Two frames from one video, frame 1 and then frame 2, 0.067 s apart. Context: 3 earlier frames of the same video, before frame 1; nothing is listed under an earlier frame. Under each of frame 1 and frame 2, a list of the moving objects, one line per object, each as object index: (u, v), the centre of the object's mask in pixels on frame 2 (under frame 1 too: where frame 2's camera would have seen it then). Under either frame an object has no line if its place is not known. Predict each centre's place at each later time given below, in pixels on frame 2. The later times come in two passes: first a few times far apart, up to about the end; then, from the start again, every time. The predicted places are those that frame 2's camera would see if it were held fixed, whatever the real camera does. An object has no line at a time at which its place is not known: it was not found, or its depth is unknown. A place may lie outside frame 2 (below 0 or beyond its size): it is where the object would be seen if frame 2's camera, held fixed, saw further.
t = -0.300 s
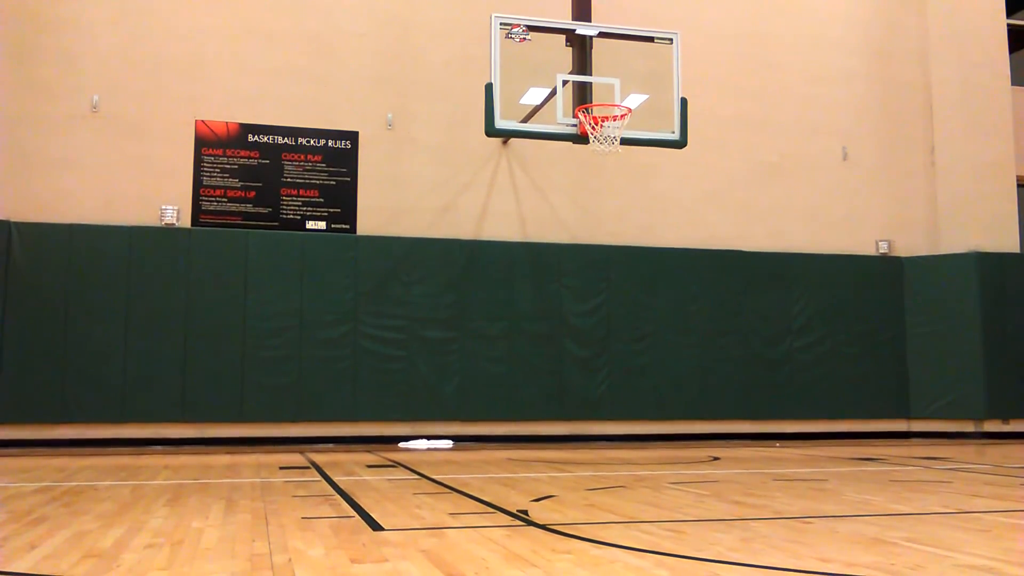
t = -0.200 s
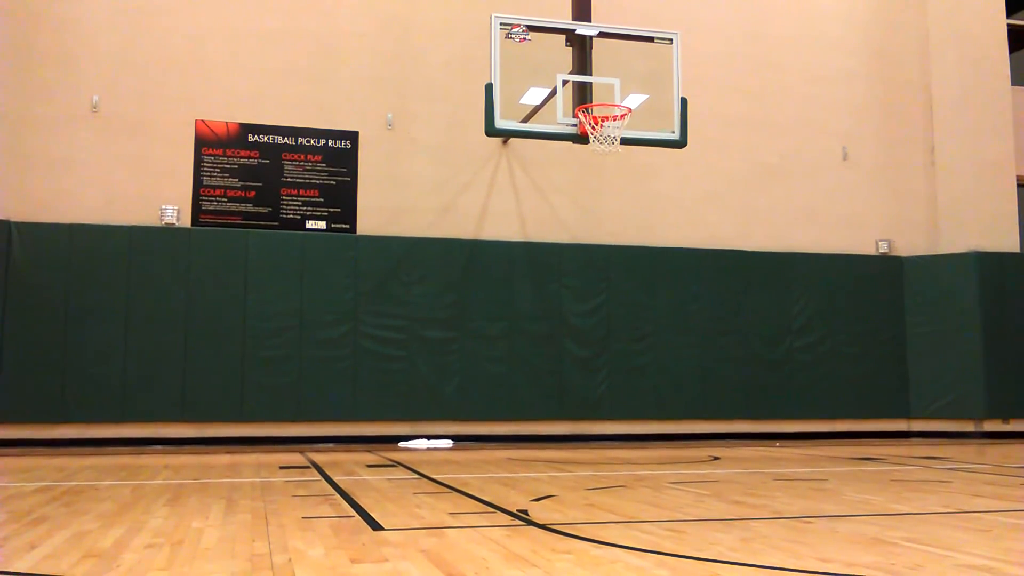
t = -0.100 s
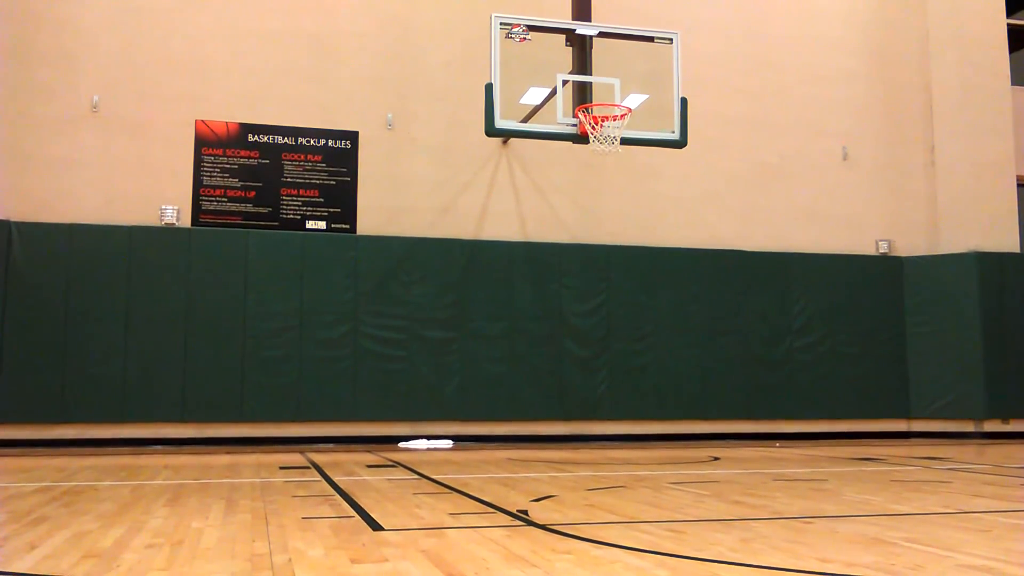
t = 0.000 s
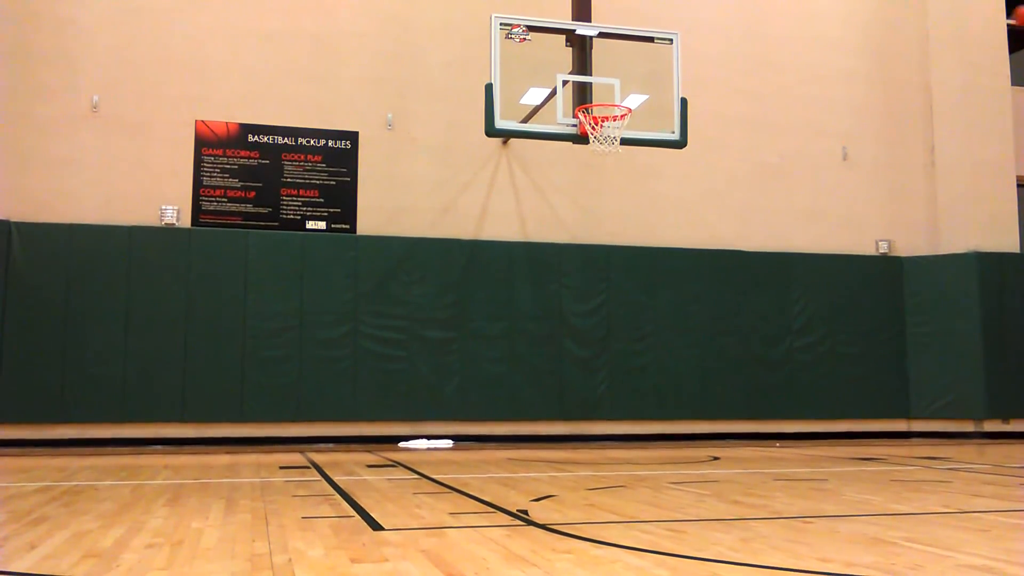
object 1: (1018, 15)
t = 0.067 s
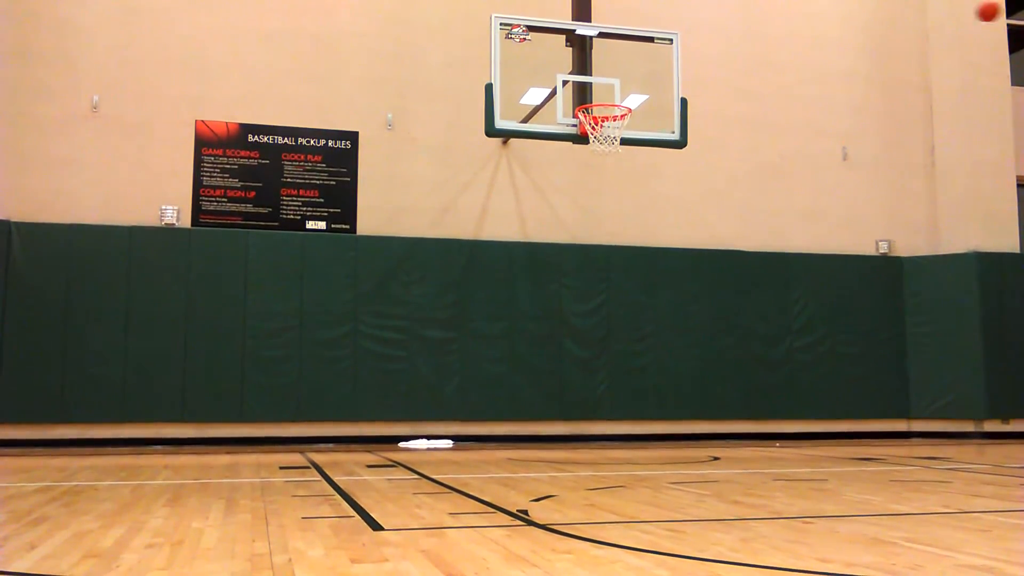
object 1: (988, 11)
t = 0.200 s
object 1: (918, 12)
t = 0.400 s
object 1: (825, 39)
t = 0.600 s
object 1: (752, 84)
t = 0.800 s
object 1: (751, 92)
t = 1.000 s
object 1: (749, 135)
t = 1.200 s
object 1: (747, 222)
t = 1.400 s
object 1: (744, 371)
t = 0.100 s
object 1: (970, 10)
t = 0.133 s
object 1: (952, 10)
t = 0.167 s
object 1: (935, 10)
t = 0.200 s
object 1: (918, 12)
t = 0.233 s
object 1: (901, 15)
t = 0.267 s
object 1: (885, 18)
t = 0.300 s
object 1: (870, 22)
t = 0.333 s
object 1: (855, 27)
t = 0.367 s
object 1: (840, 32)
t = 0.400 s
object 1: (825, 39)
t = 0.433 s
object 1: (811, 46)
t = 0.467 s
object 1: (797, 54)
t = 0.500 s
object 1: (783, 63)
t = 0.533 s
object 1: (770, 72)
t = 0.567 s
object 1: (757, 82)
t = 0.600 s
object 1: (752, 84)
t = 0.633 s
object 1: (752, 83)
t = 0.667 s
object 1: (752, 83)
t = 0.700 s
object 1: (752, 84)
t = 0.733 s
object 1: (751, 86)
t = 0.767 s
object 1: (751, 89)
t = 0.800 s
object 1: (751, 92)
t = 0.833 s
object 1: (751, 97)
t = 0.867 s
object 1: (750, 102)
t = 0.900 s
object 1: (750, 108)
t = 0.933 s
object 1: (750, 116)
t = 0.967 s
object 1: (750, 125)
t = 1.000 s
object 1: (749, 135)
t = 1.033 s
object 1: (749, 146)
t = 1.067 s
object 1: (749, 158)
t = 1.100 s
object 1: (748, 172)
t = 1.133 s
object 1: (748, 187)
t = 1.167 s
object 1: (748, 204)
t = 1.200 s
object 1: (747, 222)
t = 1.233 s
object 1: (747, 243)
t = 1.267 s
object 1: (746, 265)
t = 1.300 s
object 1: (746, 287)
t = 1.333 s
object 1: (746, 313)
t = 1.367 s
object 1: (745, 340)
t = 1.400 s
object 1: (744, 371)
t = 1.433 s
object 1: (744, 402)
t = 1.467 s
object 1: (743, 436)
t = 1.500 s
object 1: (742, 425)
